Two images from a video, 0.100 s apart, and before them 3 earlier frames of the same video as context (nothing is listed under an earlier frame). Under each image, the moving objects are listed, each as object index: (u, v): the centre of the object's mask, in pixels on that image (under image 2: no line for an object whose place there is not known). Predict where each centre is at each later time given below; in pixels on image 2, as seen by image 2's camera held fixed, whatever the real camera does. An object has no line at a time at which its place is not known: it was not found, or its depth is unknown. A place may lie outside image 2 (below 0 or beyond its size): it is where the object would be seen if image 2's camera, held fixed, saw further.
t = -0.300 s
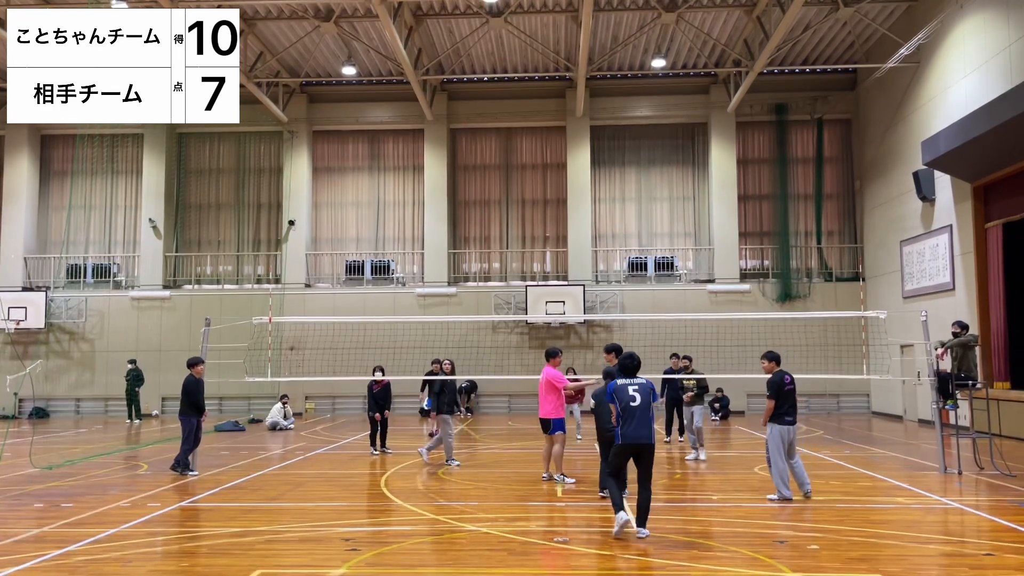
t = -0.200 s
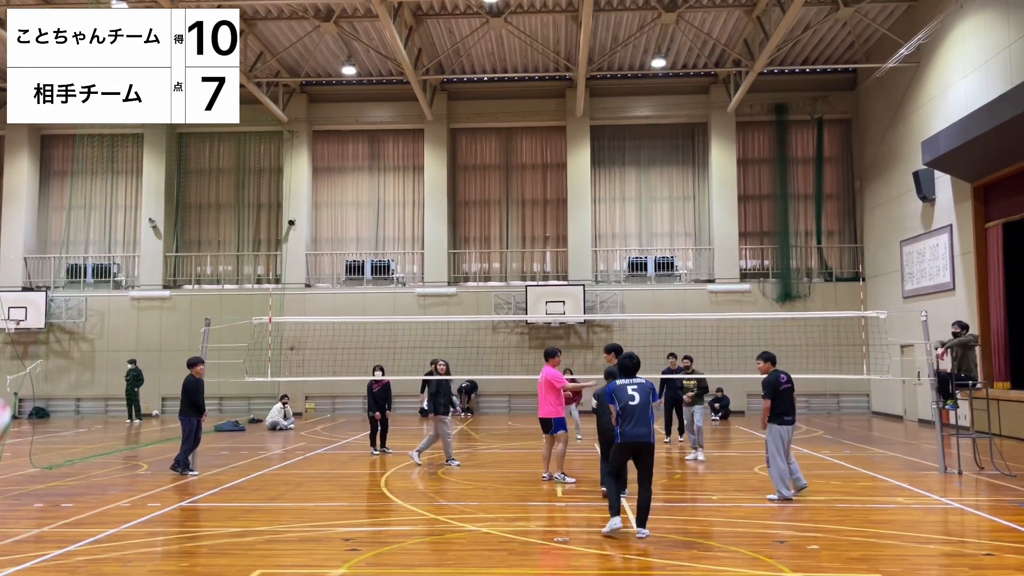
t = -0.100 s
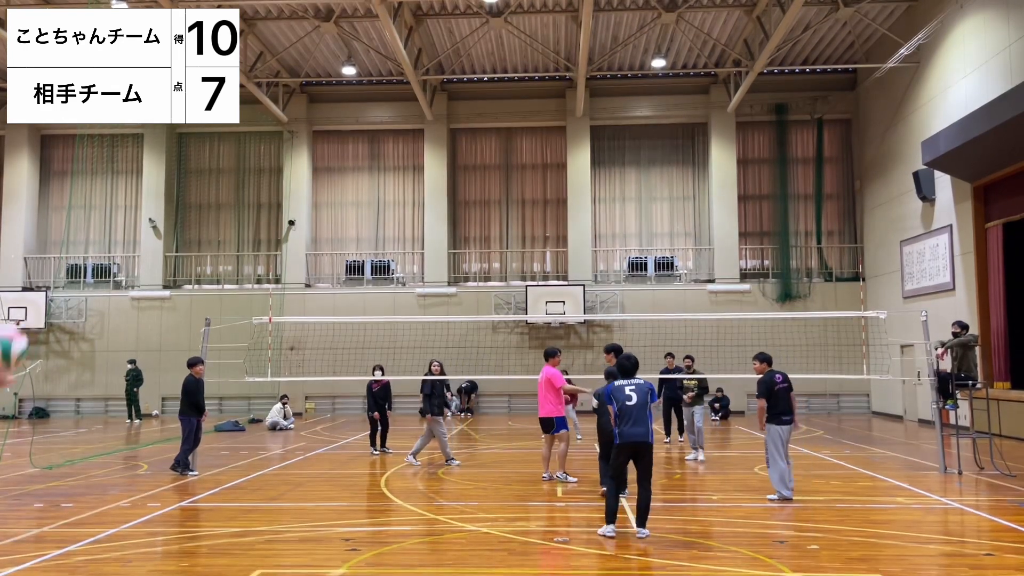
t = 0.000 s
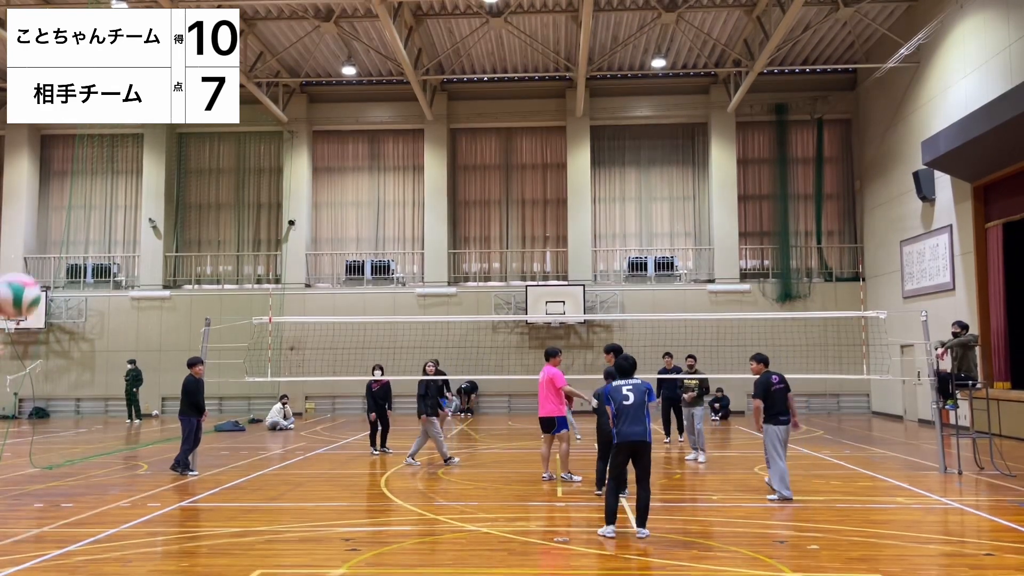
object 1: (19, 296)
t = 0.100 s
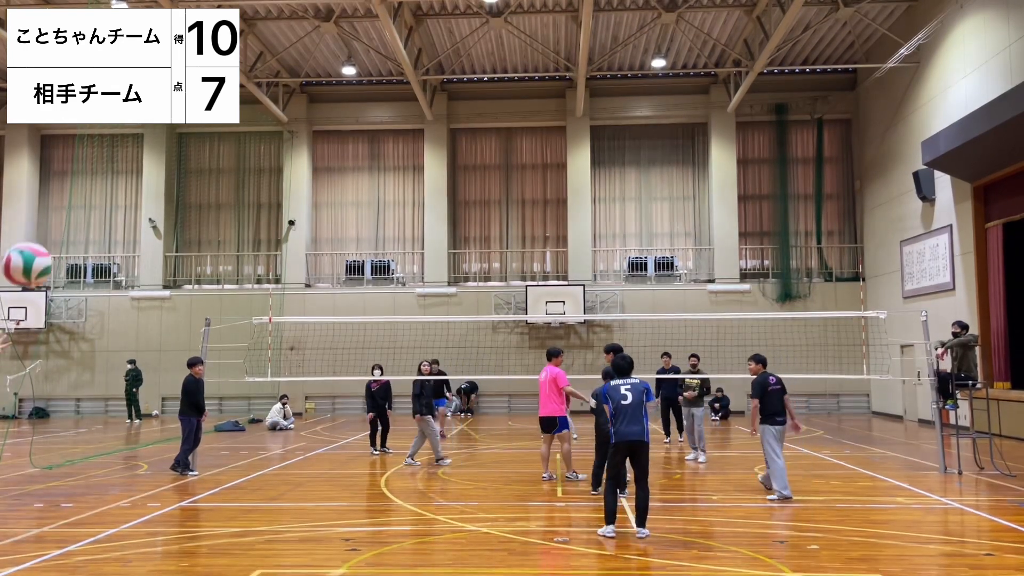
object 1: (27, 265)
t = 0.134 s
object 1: (31, 259)
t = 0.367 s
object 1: (53, 279)
